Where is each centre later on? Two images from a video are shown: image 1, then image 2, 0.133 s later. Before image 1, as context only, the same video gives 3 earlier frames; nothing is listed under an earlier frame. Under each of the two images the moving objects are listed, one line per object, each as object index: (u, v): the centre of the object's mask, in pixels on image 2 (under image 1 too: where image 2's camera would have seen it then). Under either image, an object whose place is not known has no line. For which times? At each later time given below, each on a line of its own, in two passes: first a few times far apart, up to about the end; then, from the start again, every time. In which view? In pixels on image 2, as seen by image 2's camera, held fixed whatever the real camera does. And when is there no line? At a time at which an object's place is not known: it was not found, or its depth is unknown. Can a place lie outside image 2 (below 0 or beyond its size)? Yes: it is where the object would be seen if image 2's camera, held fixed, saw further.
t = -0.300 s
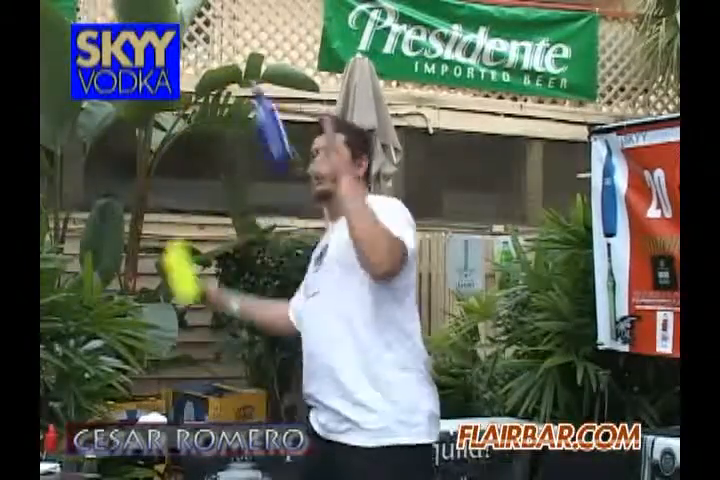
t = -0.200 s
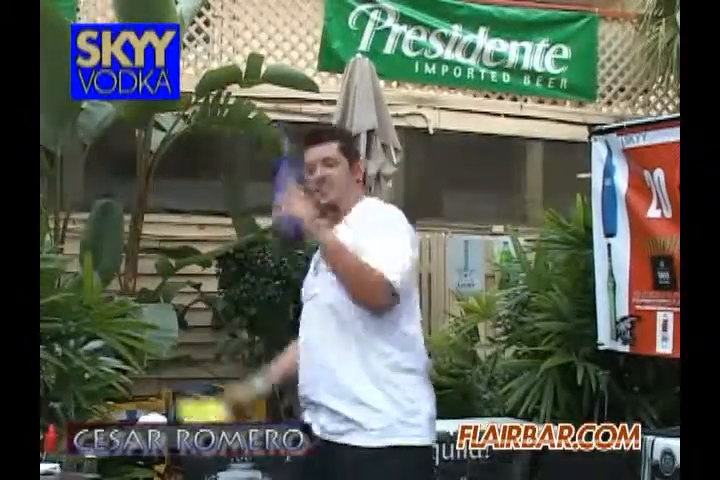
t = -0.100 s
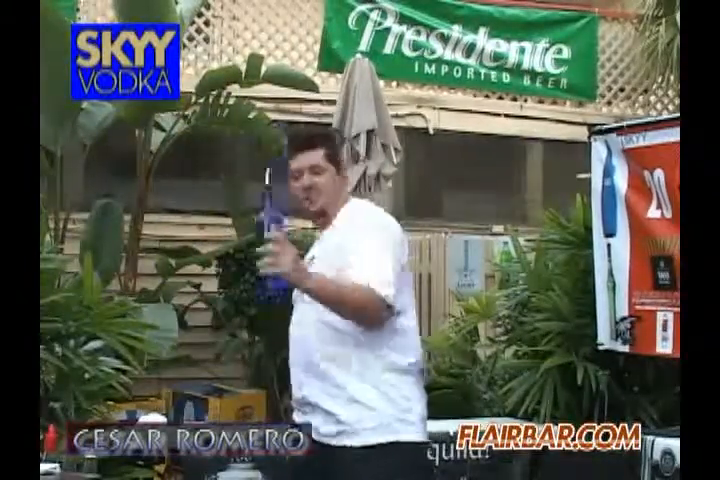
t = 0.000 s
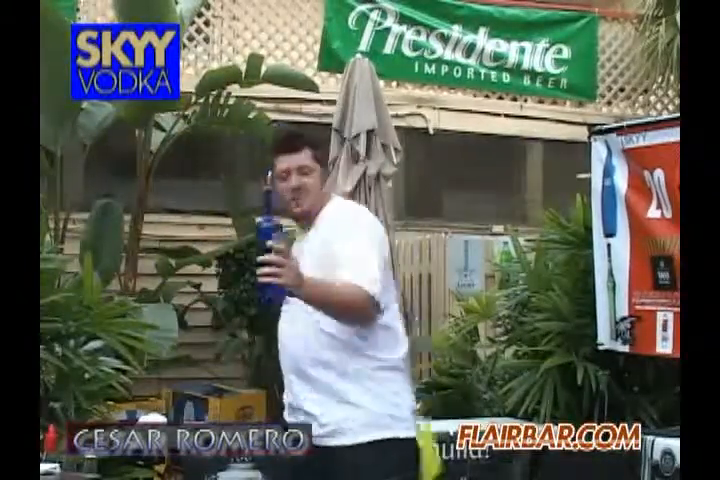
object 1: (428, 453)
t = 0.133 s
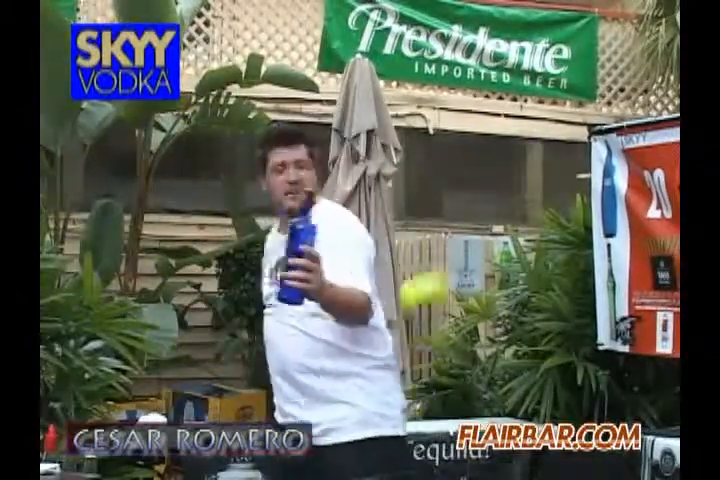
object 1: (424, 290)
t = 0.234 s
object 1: (419, 193)
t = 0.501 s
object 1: (391, 58)
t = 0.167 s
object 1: (424, 253)
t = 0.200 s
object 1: (421, 221)
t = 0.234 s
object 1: (419, 193)
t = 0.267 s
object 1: (417, 166)
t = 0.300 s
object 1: (415, 142)
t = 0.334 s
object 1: (412, 115)
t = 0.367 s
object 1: (410, 98)
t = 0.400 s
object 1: (406, 80)
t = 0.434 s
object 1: (403, 66)
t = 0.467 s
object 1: (399, 57)
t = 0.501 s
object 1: (391, 58)
